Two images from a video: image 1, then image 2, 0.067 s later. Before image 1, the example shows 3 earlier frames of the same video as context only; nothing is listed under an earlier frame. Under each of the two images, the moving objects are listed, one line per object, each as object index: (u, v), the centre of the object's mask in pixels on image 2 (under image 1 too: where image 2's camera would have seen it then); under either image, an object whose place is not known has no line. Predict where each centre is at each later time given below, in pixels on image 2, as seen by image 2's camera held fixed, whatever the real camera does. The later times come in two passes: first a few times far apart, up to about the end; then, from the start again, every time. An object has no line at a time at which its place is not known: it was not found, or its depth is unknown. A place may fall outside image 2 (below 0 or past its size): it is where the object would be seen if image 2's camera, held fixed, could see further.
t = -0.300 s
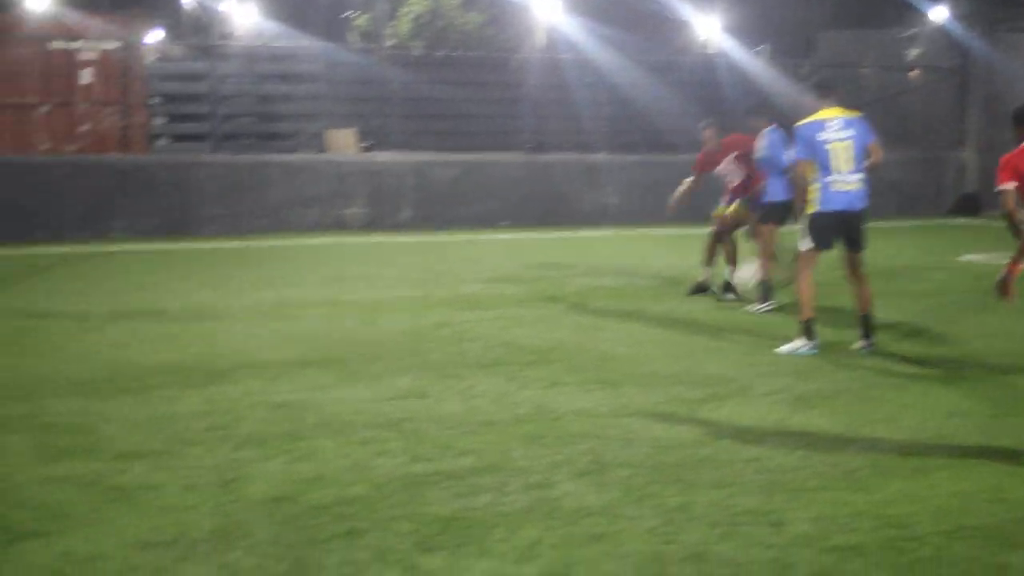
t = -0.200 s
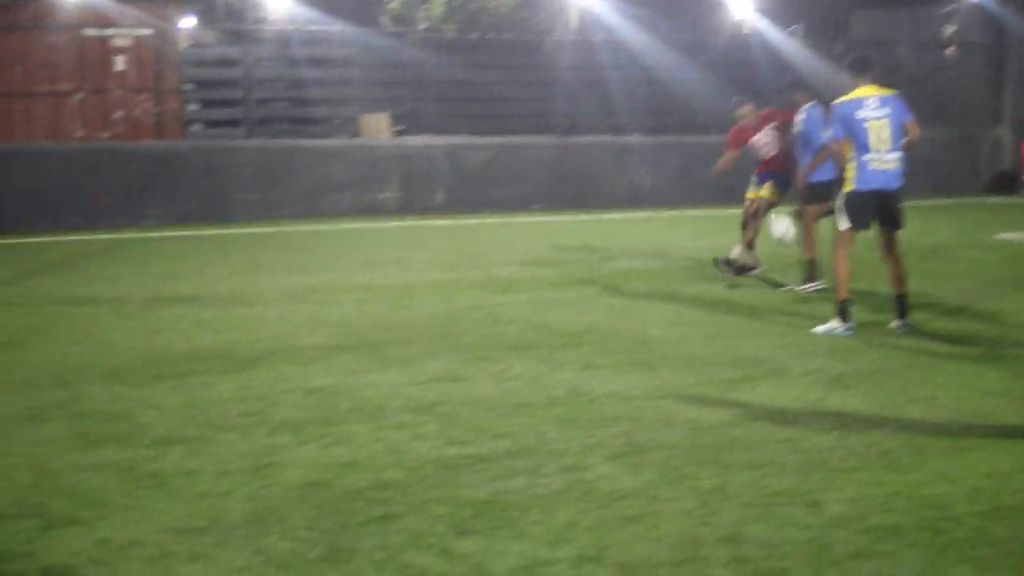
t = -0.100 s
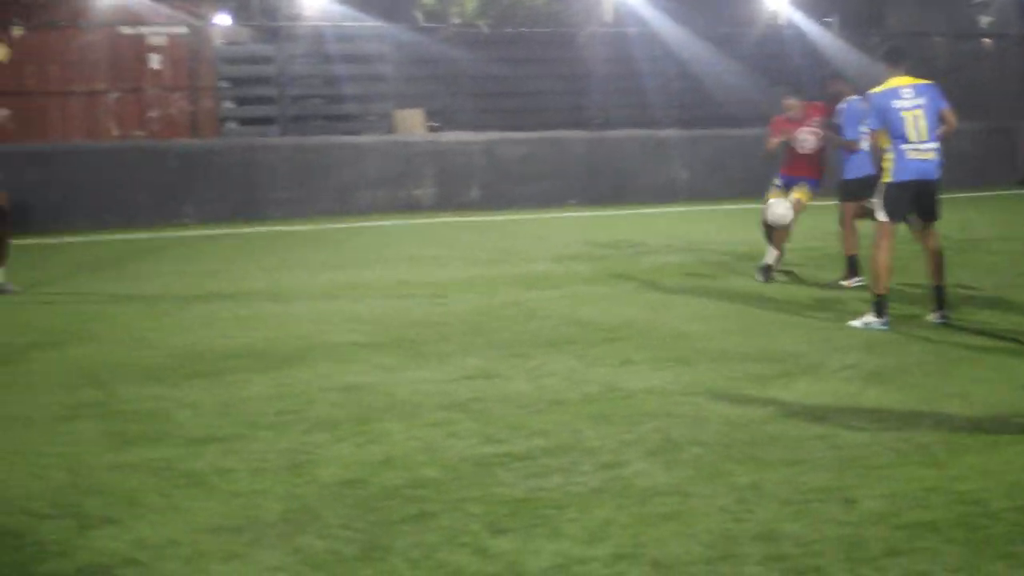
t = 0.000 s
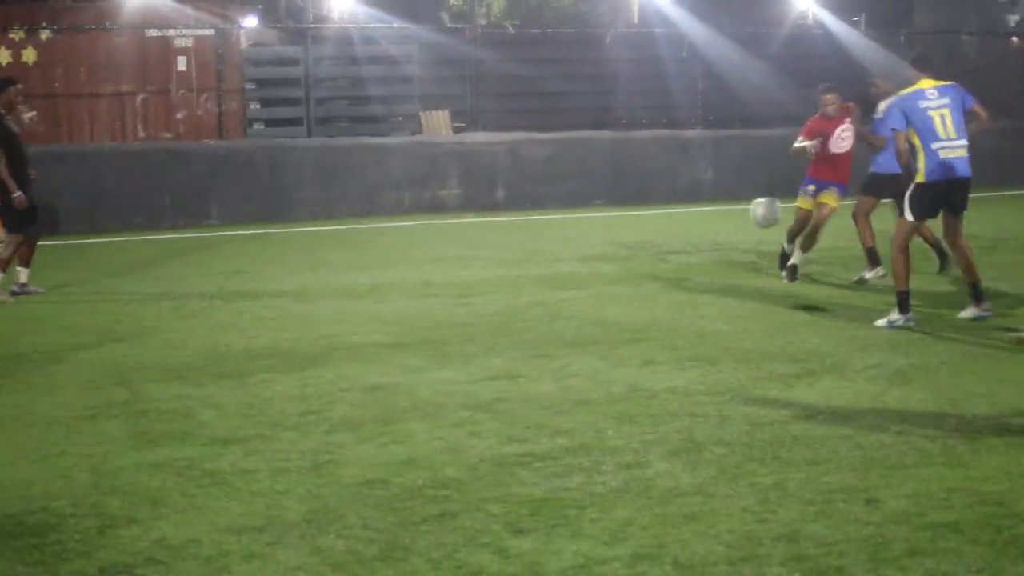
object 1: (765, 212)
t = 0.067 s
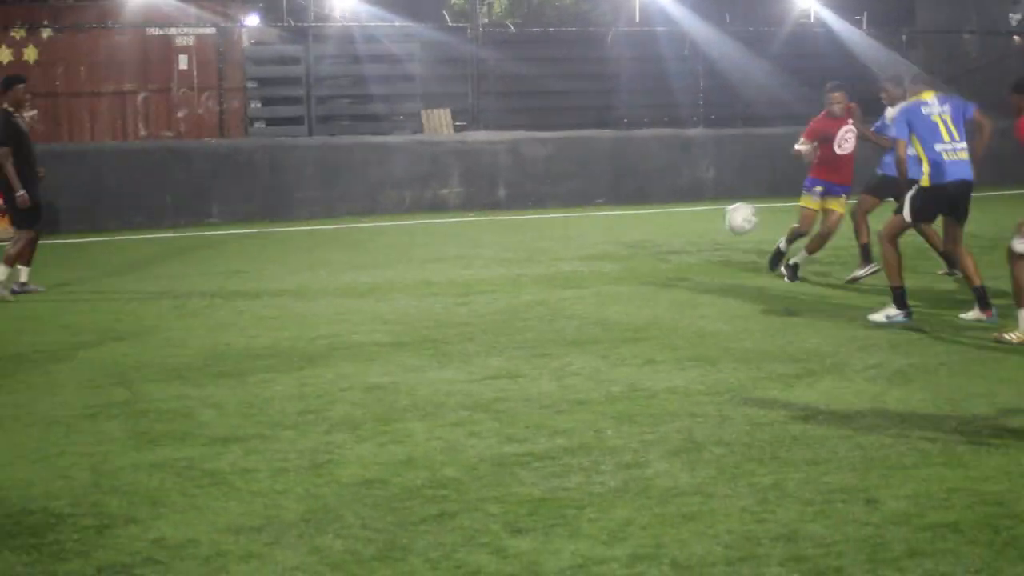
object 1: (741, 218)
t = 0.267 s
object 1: (655, 278)
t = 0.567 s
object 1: (614, 264)
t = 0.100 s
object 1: (725, 224)
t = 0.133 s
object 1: (712, 231)
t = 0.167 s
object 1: (699, 239)
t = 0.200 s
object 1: (684, 251)
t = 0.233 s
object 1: (670, 264)
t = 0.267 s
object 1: (655, 278)
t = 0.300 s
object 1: (640, 295)
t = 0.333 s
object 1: (634, 292)
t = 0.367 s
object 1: (632, 284)
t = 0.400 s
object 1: (628, 276)
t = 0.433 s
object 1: (626, 271)
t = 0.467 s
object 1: (624, 267)
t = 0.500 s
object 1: (621, 265)
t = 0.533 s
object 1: (619, 263)
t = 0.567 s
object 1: (614, 264)
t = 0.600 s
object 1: (612, 266)
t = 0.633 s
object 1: (610, 269)
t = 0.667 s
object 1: (607, 275)
